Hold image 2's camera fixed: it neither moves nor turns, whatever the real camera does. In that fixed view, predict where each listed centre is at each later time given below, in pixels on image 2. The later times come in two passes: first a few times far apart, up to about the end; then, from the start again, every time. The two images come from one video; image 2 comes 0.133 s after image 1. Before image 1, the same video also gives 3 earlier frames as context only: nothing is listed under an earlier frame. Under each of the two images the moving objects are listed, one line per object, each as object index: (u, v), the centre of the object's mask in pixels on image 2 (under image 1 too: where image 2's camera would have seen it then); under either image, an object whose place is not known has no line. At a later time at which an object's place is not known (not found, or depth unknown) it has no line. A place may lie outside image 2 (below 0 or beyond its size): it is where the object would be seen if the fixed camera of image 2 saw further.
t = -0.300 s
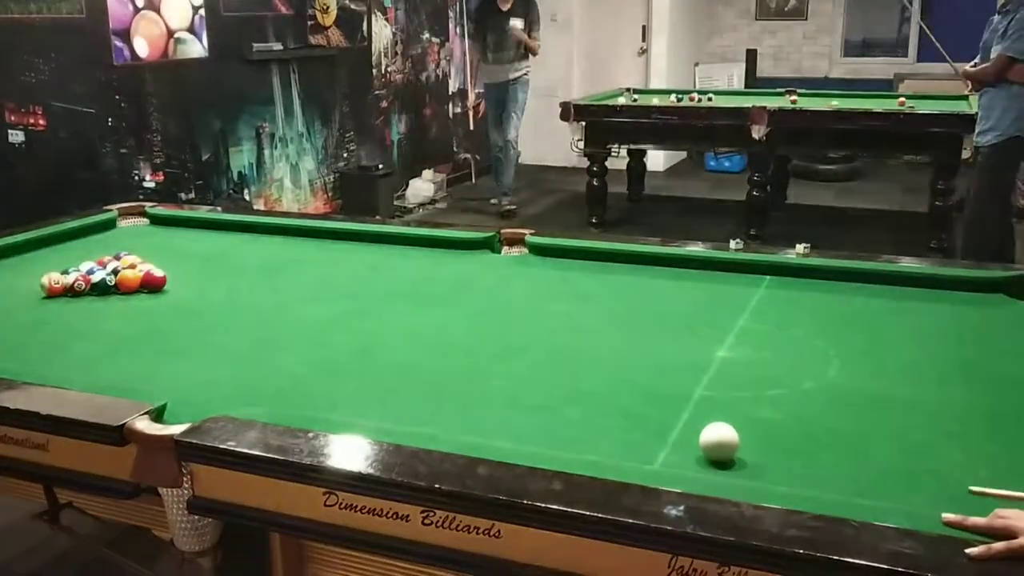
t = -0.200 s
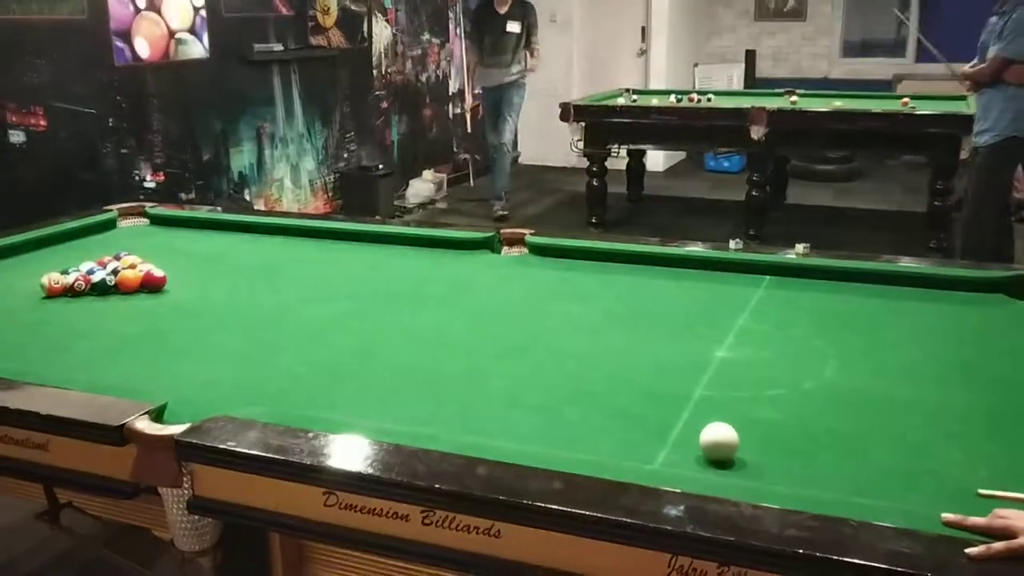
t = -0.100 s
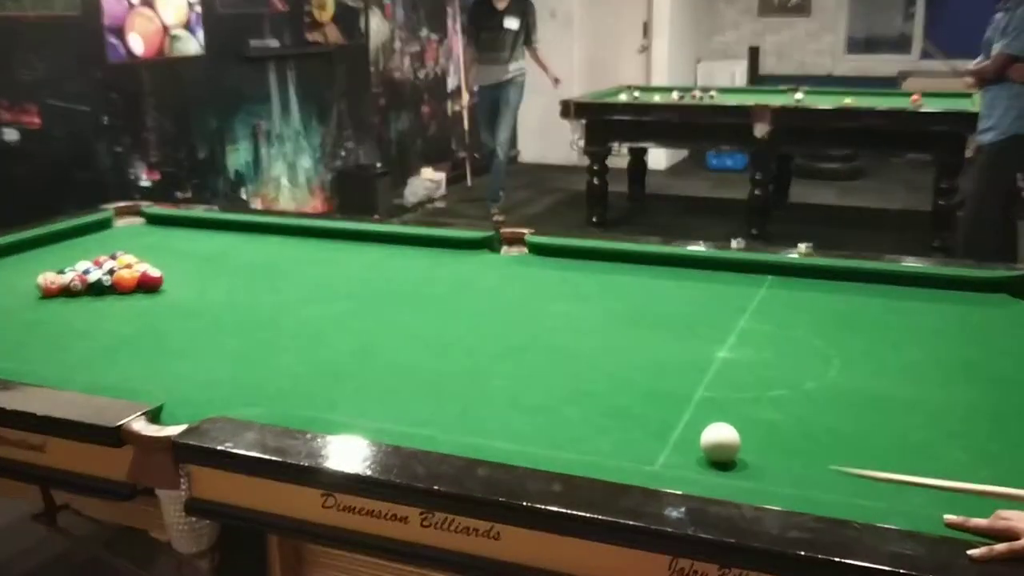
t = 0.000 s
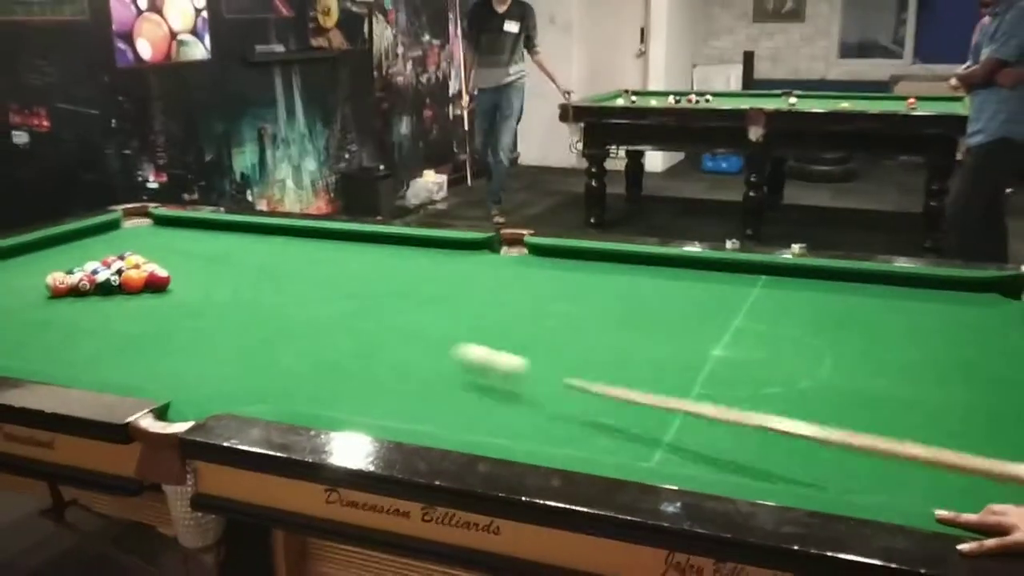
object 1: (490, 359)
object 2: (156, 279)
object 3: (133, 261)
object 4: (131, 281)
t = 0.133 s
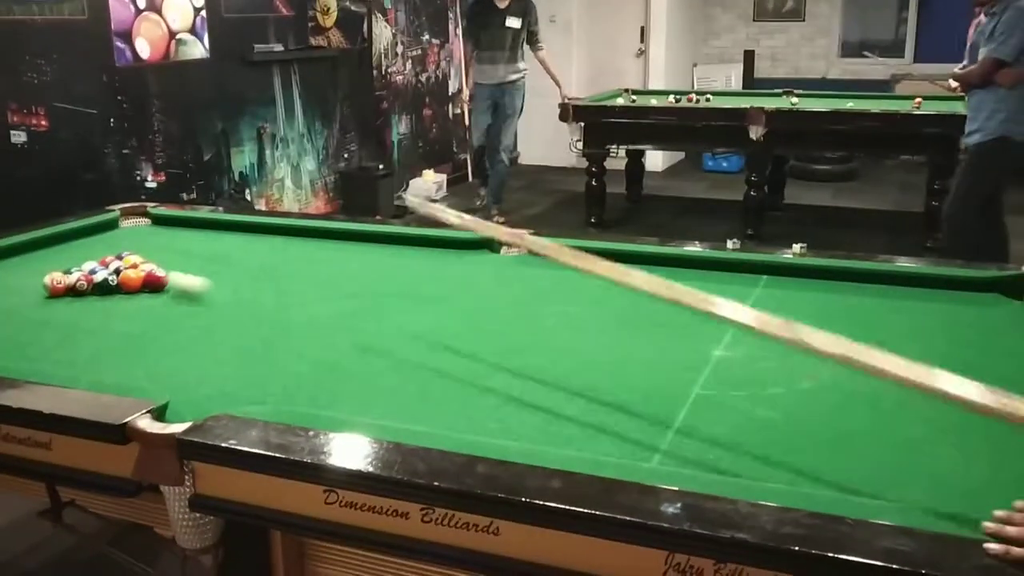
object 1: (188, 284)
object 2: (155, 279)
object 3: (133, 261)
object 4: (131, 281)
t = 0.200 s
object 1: (200, 270)
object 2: (158, 282)
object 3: (149, 261)
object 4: (129, 282)
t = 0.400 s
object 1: (277, 265)
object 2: (169, 289)
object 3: (196, 251)
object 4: (124, 286)
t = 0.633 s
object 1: (343, 252)
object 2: (182, 297)
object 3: (241, 239)
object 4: (119, 290)
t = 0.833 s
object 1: (394, 241)
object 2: (192, 304)
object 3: (276, 231)
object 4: (115, 293)
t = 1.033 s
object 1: (415, 244)
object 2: (203, 309)
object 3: (282, 234)
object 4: (111, 295)
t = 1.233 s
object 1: (438, 244)
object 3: (277, 240)
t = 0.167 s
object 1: (184, 274)
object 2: (156, 280)
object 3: (140, 261)
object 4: (130, 282)
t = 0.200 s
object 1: (200, 270)
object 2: (158, 282)
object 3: (149, 261)
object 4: (129, 282)
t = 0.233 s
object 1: (216, 270)
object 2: (161, 283)
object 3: (160, 259)
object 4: (128, 283)
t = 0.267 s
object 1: (231, 273)
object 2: (162, 284)
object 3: (166, 257)
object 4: (127, 284)
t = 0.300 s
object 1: (244, 270)
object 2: (164, 285)
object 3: (174, 256)
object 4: (126, 284)
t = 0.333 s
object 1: (257, 269)
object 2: (166, 286)
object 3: (182, 254)
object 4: (125, 285)
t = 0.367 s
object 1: (267, 267)
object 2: (168, 287)
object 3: (189, 252)
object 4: (125, 286)
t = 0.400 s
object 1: (277, 265)
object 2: (169, 289)
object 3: (196, 251)
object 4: (124, 286)
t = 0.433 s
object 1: (286, 263)
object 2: (171, 290)
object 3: (203, 249)
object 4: (123, 287)
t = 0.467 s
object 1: (295, 262)
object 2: (173, 291)
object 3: (209, 247)
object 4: (122, 287)
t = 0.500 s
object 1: (305, 260)
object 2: (175, 292)
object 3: (216, 246)
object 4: (122, 288)
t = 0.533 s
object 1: (315, 258)
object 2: (176, 293)
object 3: (222, 244)
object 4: (121, 289)
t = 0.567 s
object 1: (324, 256)
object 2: (178, 295)
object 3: (229, 243)
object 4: (120, 289)
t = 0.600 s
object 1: (334, 253)
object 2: (180, 296)
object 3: (235, 241)
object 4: (119, 290)
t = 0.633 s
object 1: (343, 252)
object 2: (182, 297)
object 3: (241, 239)
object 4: (119, 290)
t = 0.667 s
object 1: (352, 250)
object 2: (183, 298)
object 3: (247, 238)
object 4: (118, 291)
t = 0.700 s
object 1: (361, 247)
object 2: (185, 299)
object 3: (253, 236)
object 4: (117, 291)
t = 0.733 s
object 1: (369, 246)
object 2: (187, 300)
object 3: (259, 235)
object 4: (117, 292)
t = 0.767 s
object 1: (378, 244)
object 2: (189, 301)
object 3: (265, 234)
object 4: (115, 292)
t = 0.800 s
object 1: (386, 243)
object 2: (191, 302)
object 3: (271, 233)
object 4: (115, 292)
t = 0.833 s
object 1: (394, 241)
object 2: (192, 304)
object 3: (276, 231)
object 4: (115, 293)
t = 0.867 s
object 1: (402, 239)
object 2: (194, 305)
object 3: (282, 230)
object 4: (114, 293)
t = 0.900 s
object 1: (406, 240)
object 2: (196, 305)
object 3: (286, 229)
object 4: (113, 294)
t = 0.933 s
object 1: (407, 241)
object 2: (197, 307)
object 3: (285, 230)
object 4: (113, 294)
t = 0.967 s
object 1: (409, 243)
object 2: (199, 307)
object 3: (284, 232)
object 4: (112, 294)
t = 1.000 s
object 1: (412, 244)
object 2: (201, 308)
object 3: (283, 233)
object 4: (112, 294)
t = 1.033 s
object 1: (415, 244)
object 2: (203, 309)
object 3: (282, 234)
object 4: (111, 295)
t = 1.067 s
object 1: (419, 244)
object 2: (204, 310)
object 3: (282, 235)
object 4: (111, 295)
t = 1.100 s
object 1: (423, 244)
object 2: (206, 312)
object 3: (281, 236)
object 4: (111, 295)
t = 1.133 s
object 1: (427, 244)
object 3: (280, 237)
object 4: (111, 295)
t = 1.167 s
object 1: (431, 244)
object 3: (279, 238)
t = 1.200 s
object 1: (434, 244)
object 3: (278, 239)
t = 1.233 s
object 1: (438, 244)
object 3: (277, 240)
